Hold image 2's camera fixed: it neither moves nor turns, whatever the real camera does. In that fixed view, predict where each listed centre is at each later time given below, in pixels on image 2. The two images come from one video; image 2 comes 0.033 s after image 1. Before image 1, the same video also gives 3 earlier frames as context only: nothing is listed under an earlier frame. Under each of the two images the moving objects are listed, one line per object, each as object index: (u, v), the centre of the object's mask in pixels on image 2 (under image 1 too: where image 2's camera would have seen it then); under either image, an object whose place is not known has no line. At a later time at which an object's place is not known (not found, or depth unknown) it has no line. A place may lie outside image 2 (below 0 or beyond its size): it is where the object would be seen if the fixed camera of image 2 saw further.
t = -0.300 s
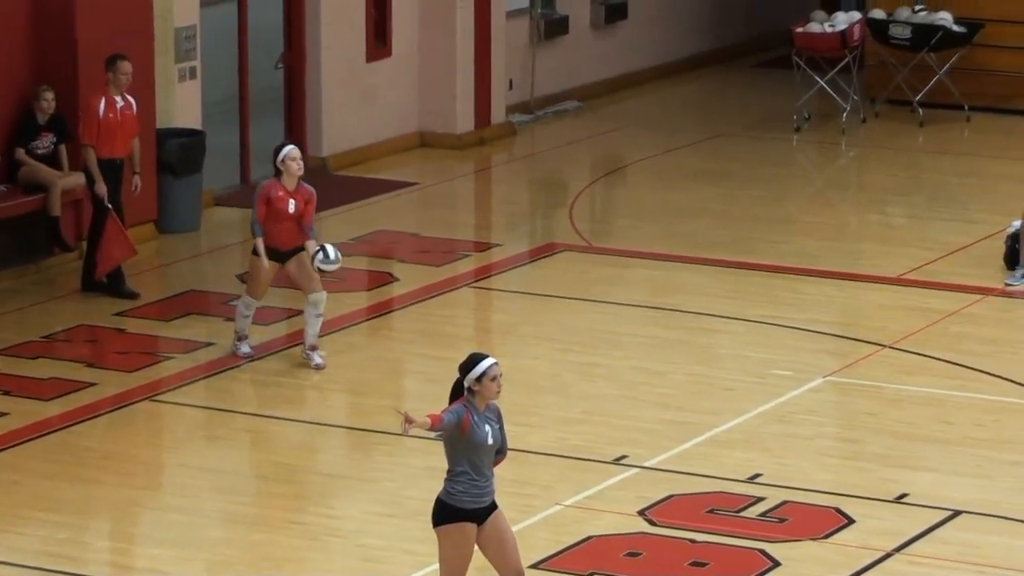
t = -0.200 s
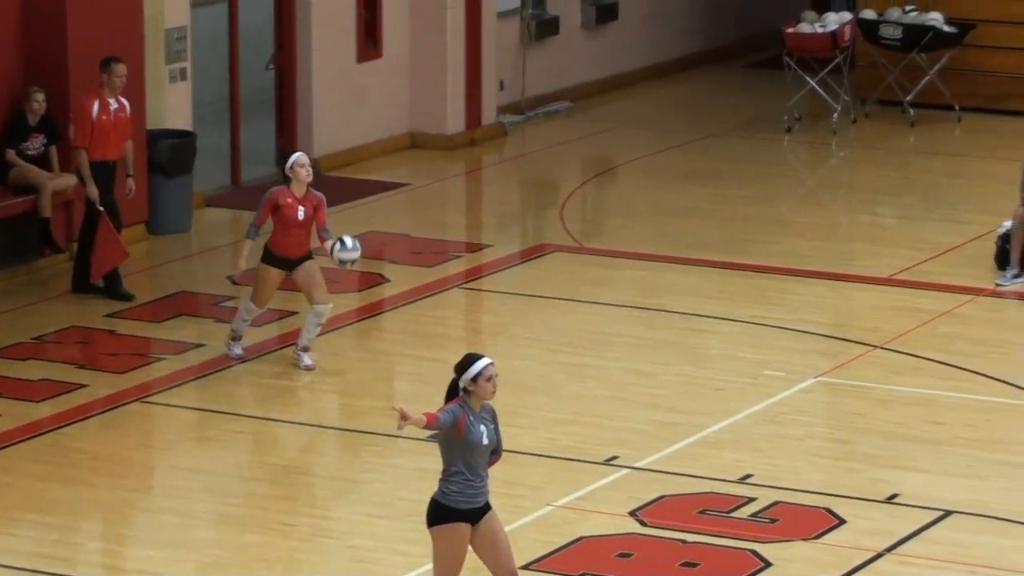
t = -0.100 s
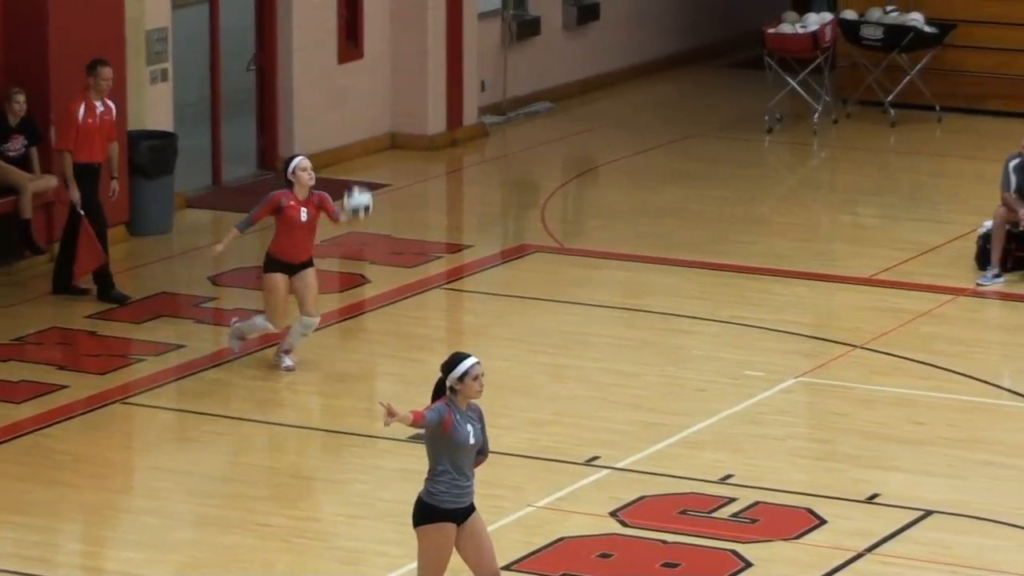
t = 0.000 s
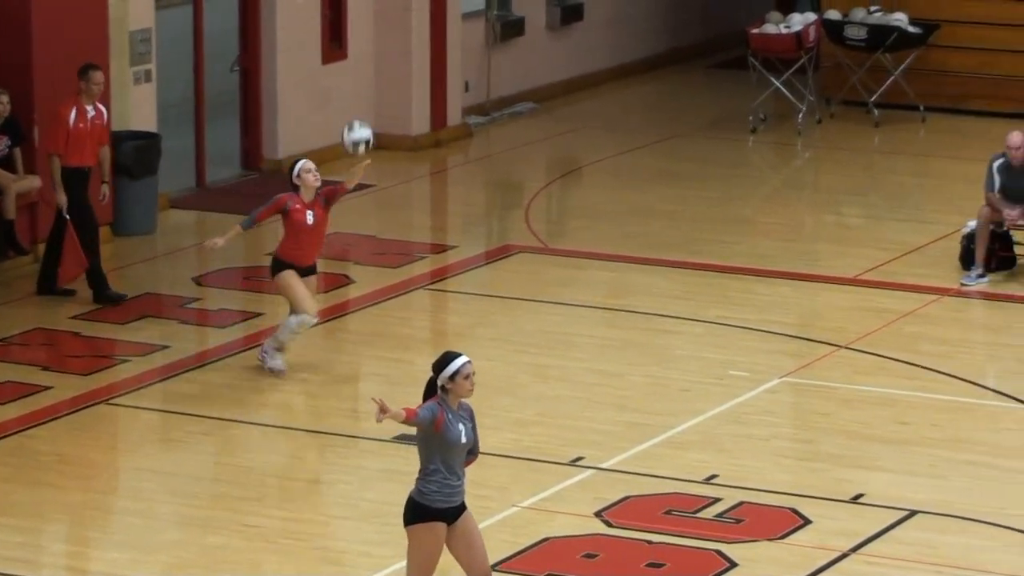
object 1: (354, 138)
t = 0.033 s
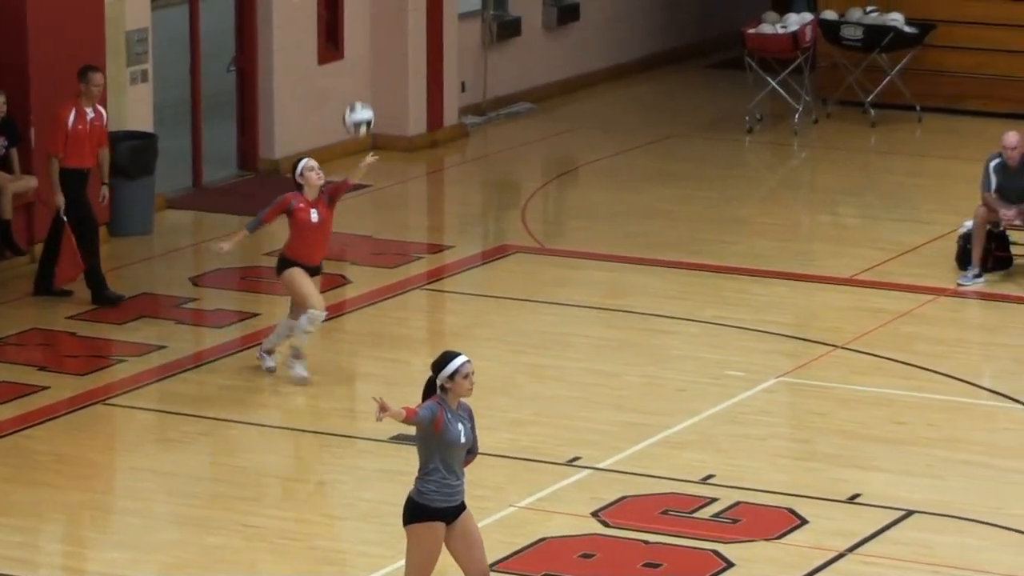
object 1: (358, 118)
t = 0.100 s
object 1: (368, 86)
